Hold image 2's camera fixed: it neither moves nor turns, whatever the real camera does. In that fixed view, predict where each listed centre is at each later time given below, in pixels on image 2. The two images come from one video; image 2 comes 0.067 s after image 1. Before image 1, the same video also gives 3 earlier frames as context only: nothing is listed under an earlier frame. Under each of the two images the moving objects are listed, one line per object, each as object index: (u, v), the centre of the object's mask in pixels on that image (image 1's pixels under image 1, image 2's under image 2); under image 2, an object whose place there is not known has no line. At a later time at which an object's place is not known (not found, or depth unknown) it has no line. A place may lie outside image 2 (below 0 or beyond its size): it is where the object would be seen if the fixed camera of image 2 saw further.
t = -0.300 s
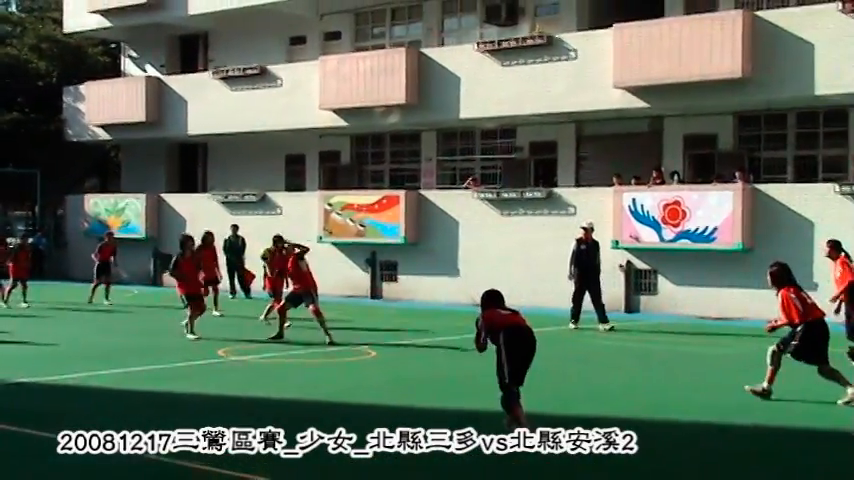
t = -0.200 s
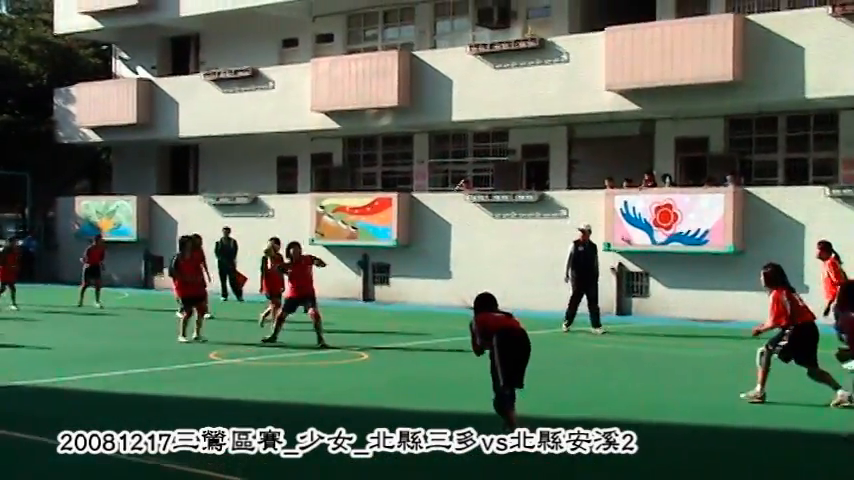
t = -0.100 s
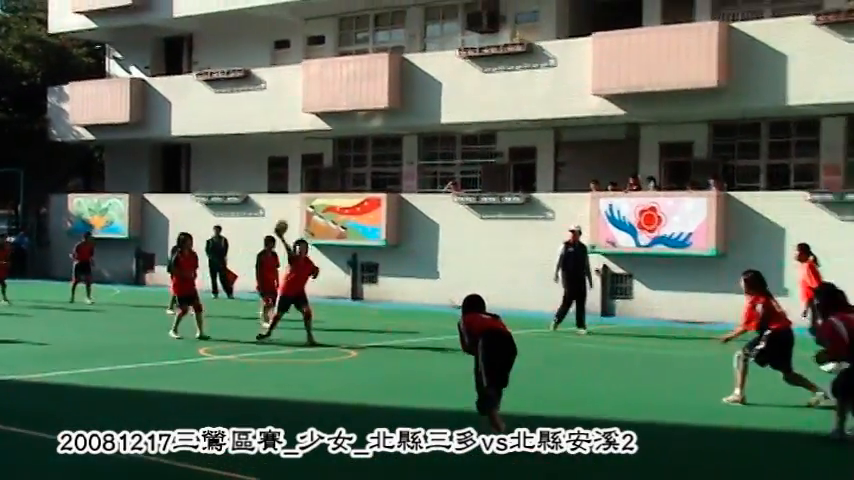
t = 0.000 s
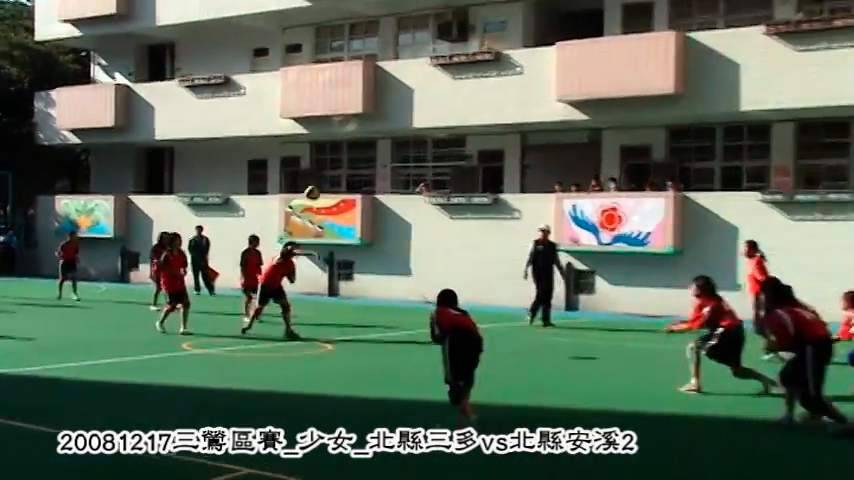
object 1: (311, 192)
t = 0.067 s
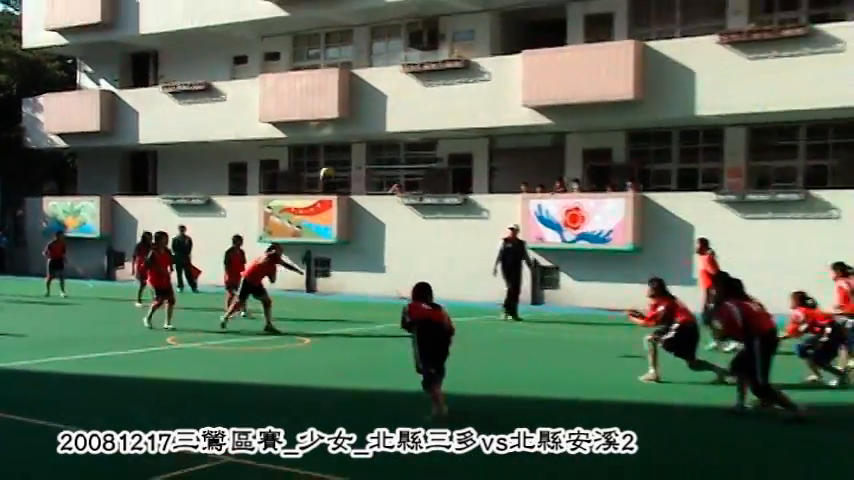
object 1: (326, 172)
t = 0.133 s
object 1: (363, 154)
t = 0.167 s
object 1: (384, 147)
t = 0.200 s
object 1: (401, 139)
